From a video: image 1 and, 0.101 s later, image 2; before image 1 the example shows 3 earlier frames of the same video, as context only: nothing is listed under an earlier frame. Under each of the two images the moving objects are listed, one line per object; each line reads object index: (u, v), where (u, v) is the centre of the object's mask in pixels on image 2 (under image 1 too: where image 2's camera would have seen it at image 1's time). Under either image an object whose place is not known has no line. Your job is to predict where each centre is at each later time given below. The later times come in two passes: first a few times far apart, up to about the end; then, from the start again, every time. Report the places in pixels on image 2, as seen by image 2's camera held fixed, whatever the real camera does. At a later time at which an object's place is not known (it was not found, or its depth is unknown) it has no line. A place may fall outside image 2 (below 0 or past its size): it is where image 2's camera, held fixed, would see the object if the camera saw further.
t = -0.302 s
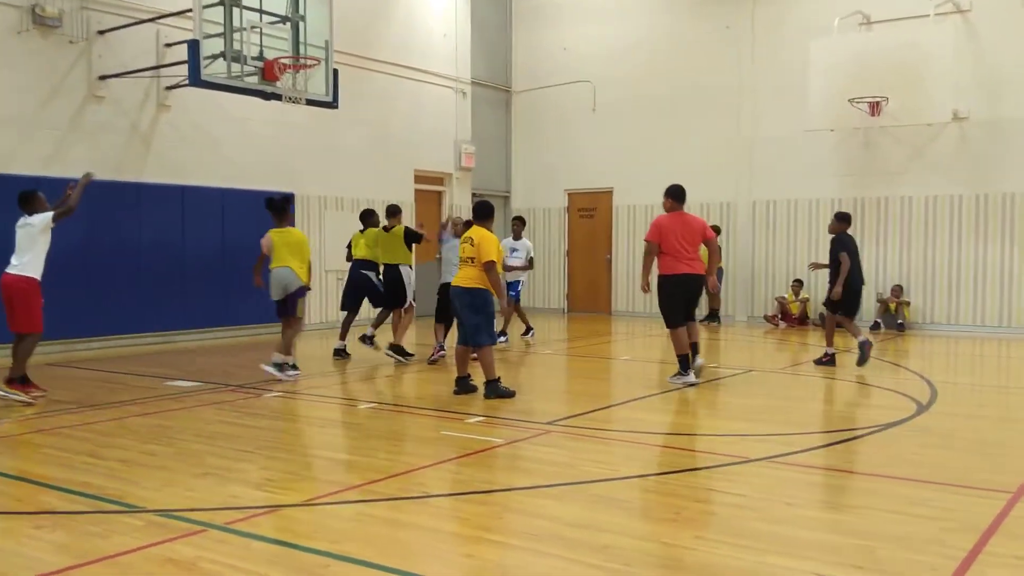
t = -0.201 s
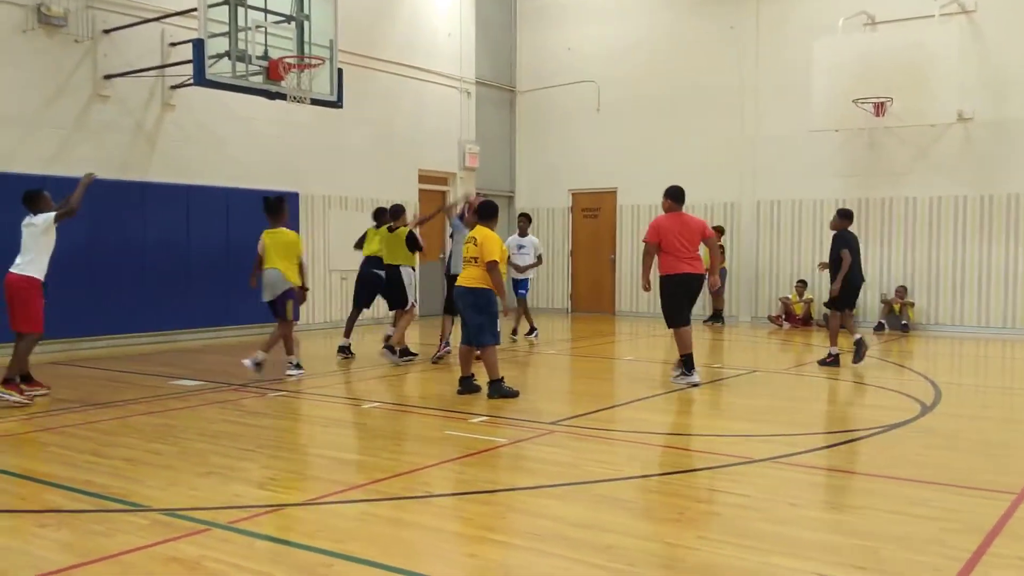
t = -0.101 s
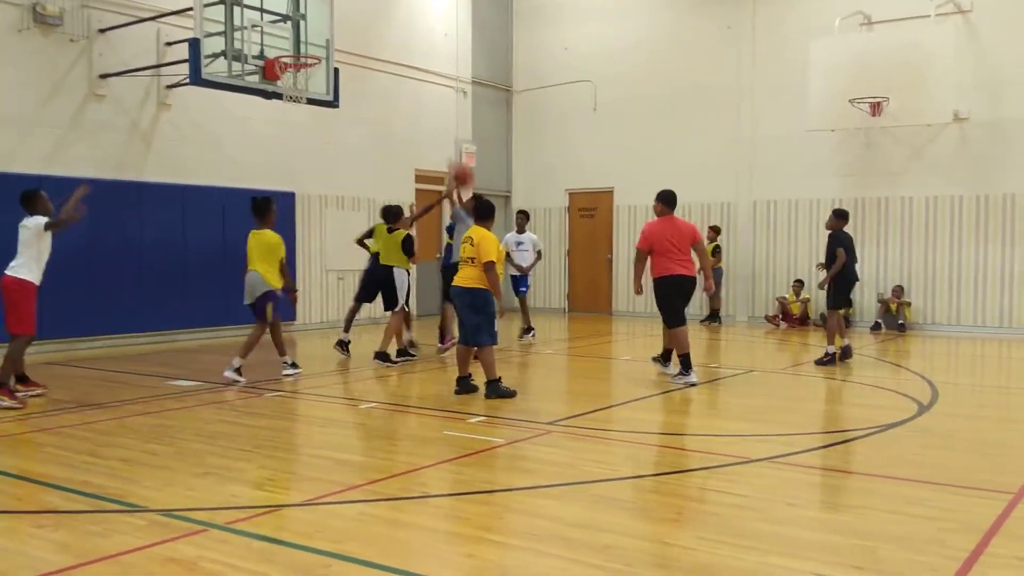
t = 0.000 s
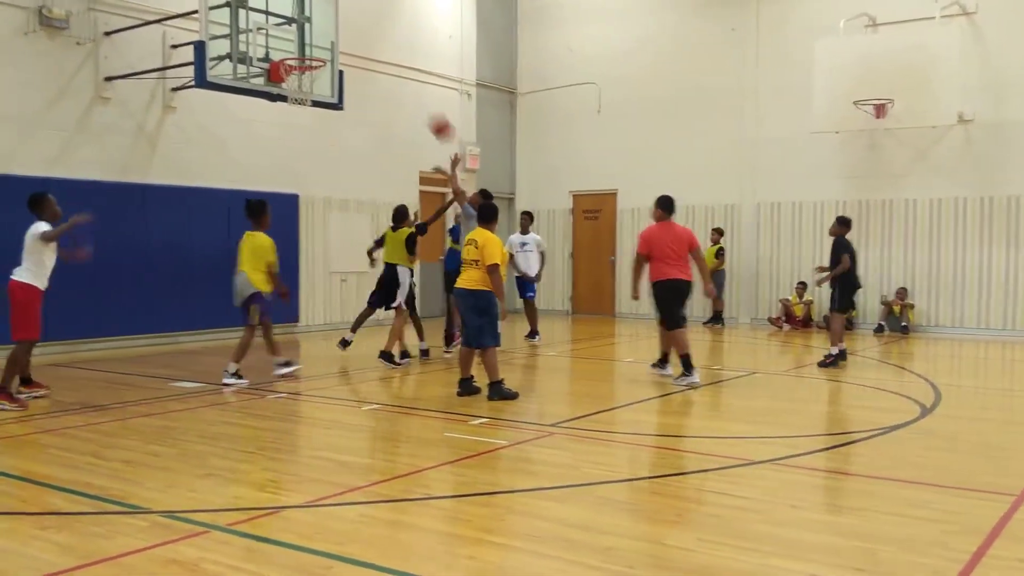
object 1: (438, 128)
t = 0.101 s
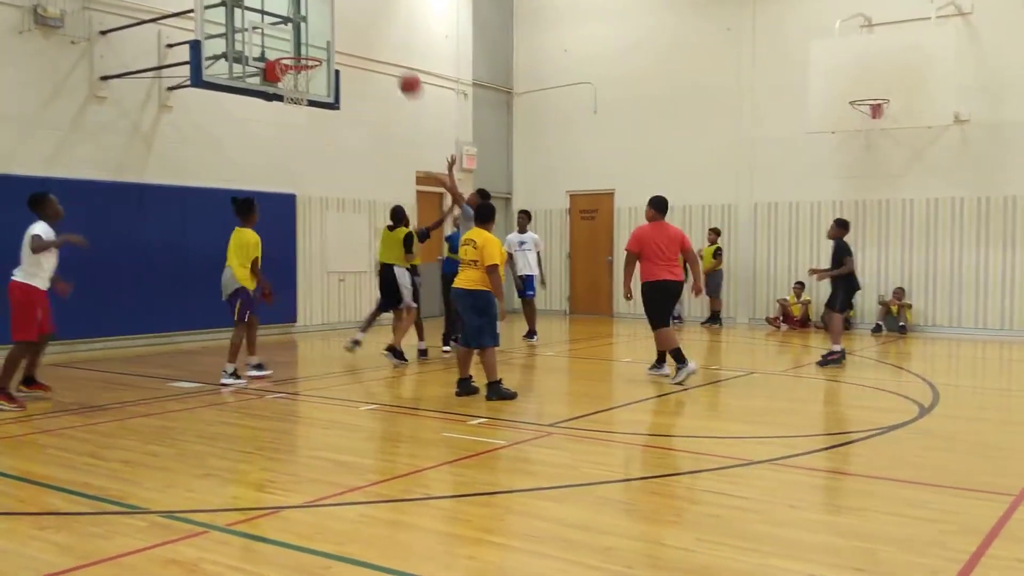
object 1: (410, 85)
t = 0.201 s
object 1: (382, 50)
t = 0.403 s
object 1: (329, 12)
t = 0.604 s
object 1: (308, 12)
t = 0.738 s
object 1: (323, 35)
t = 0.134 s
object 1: (401, 72)
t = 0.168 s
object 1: (392, 60)
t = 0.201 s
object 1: (382, 50)
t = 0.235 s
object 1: (373, 41)
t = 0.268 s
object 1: (364, 33)
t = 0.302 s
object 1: (355, 26)
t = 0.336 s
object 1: (346, 20)
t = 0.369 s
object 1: (337, 16)
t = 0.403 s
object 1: (329, 12)
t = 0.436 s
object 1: (319, 9)
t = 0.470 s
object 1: (311, 7)
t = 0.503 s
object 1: (302, 7)
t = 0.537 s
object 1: (302, 8)
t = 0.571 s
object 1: (305, 10)
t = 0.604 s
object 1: (308, 12)
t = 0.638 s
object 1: (312, 16)
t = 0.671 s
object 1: (316, 21)
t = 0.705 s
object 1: (320, 27)
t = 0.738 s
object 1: (323, 35)
